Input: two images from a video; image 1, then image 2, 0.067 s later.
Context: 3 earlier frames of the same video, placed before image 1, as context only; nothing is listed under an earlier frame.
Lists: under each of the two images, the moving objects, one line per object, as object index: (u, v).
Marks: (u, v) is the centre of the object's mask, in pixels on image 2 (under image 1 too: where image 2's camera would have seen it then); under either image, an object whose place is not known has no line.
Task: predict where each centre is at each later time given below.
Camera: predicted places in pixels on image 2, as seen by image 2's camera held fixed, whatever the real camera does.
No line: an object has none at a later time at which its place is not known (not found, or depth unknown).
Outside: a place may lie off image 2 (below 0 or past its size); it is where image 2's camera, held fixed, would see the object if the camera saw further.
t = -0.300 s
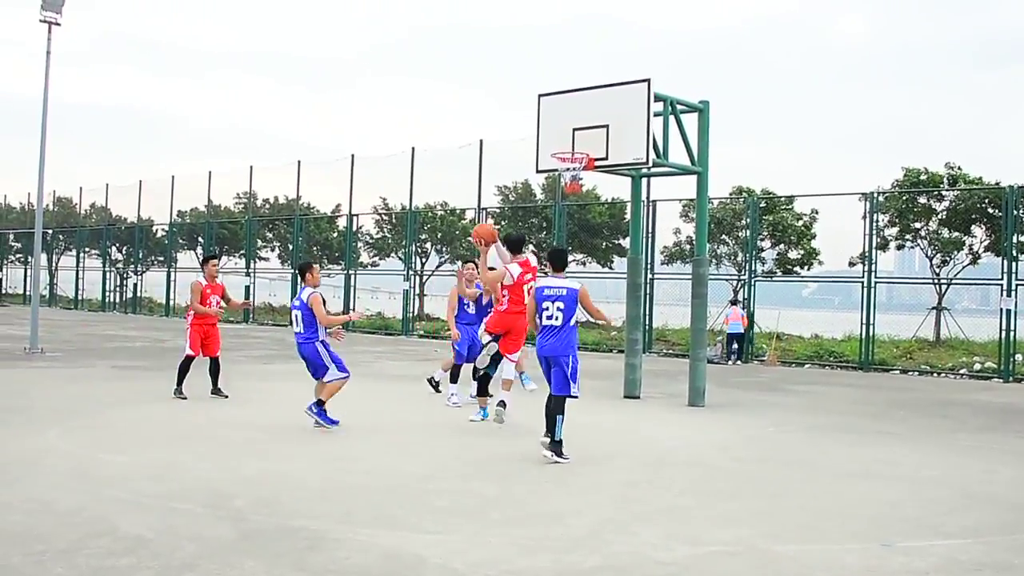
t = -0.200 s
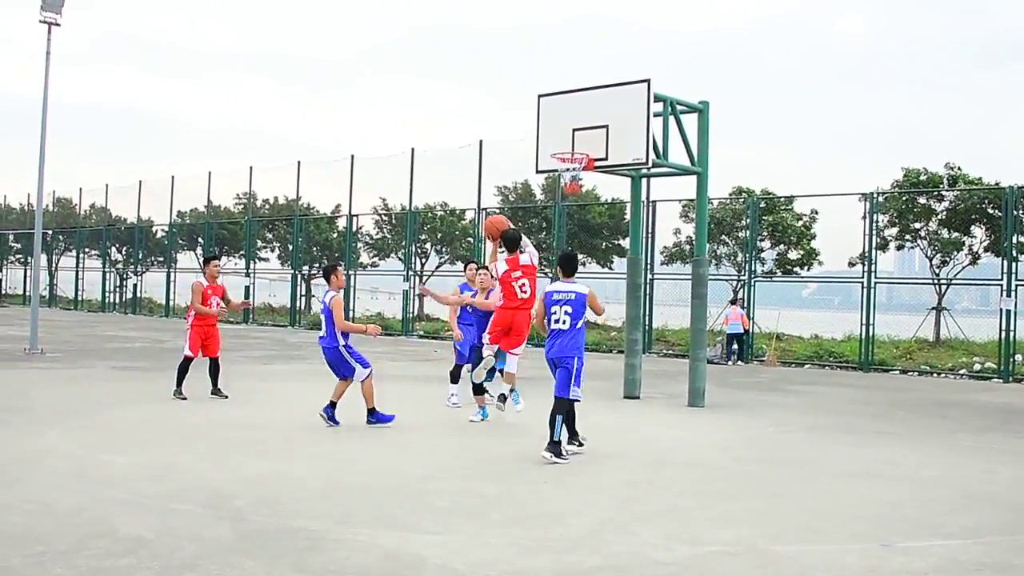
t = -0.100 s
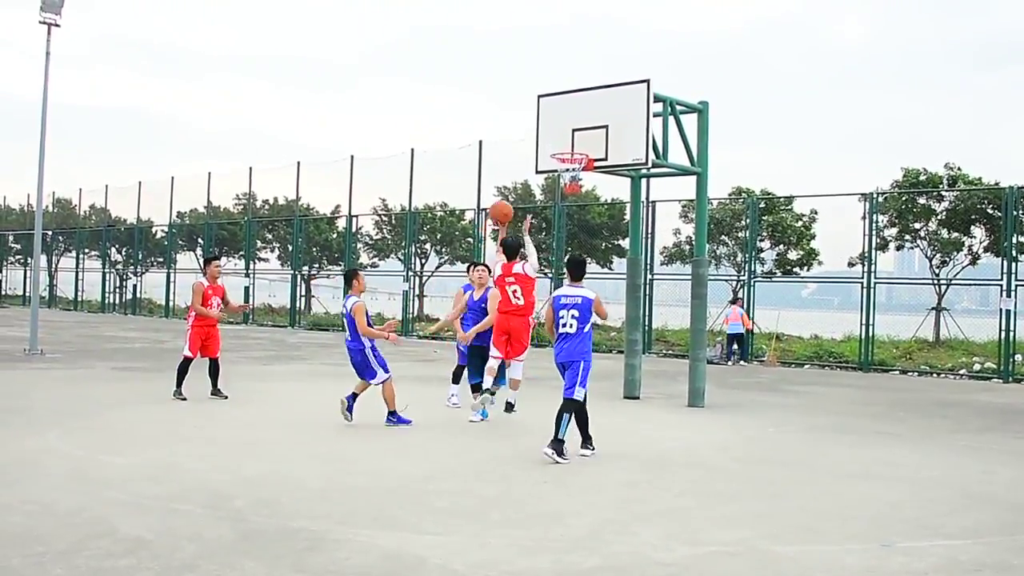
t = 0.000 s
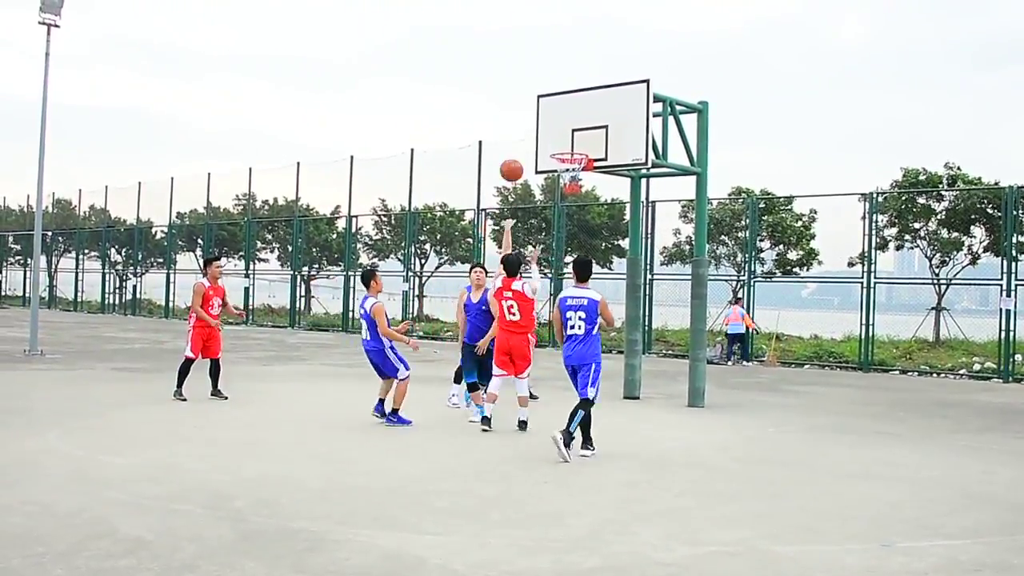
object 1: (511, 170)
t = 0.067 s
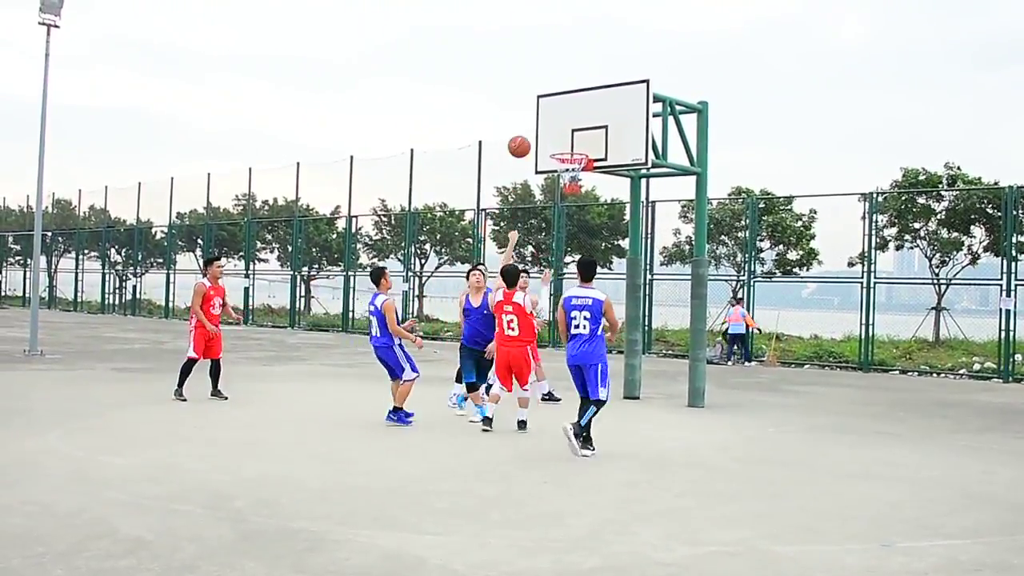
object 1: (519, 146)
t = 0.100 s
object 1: (523, 136)
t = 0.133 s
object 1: (527, 127)
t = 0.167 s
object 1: (530, 120)
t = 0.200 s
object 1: (534, 114)
